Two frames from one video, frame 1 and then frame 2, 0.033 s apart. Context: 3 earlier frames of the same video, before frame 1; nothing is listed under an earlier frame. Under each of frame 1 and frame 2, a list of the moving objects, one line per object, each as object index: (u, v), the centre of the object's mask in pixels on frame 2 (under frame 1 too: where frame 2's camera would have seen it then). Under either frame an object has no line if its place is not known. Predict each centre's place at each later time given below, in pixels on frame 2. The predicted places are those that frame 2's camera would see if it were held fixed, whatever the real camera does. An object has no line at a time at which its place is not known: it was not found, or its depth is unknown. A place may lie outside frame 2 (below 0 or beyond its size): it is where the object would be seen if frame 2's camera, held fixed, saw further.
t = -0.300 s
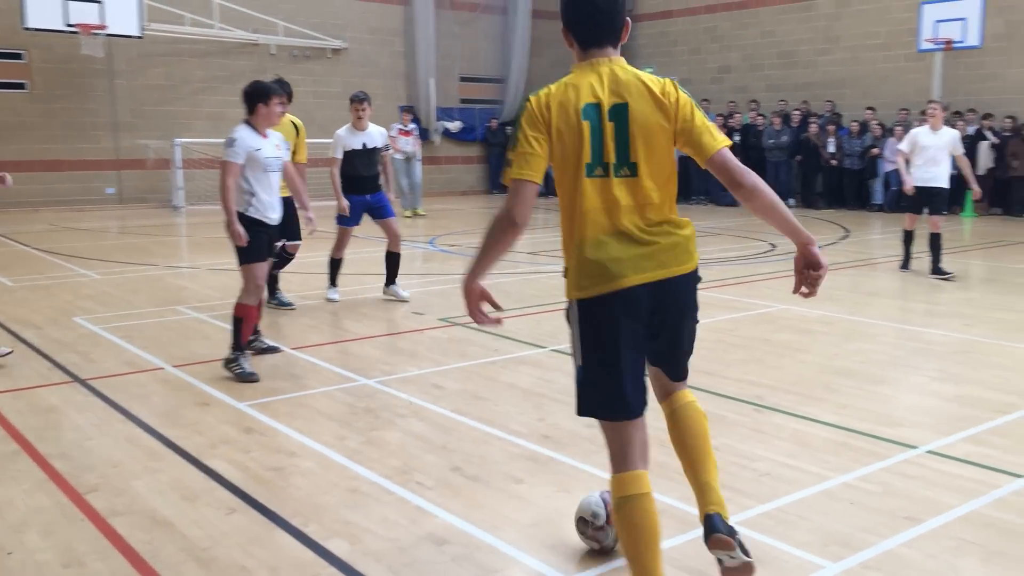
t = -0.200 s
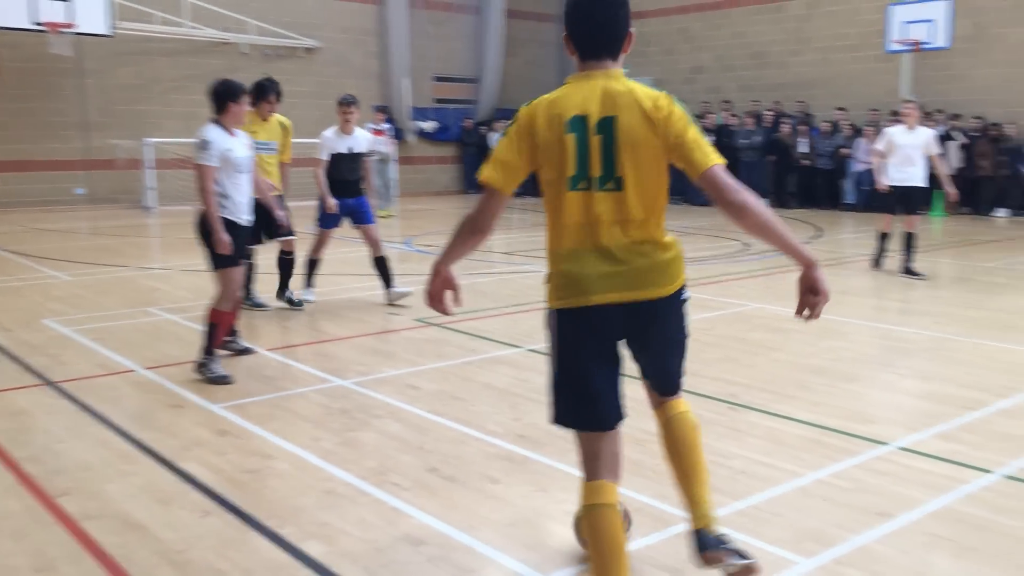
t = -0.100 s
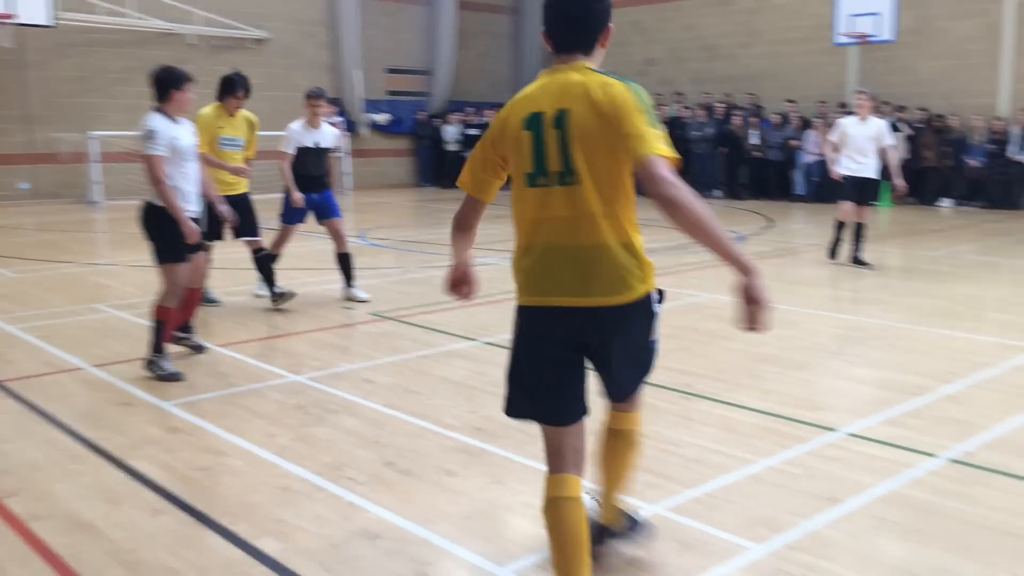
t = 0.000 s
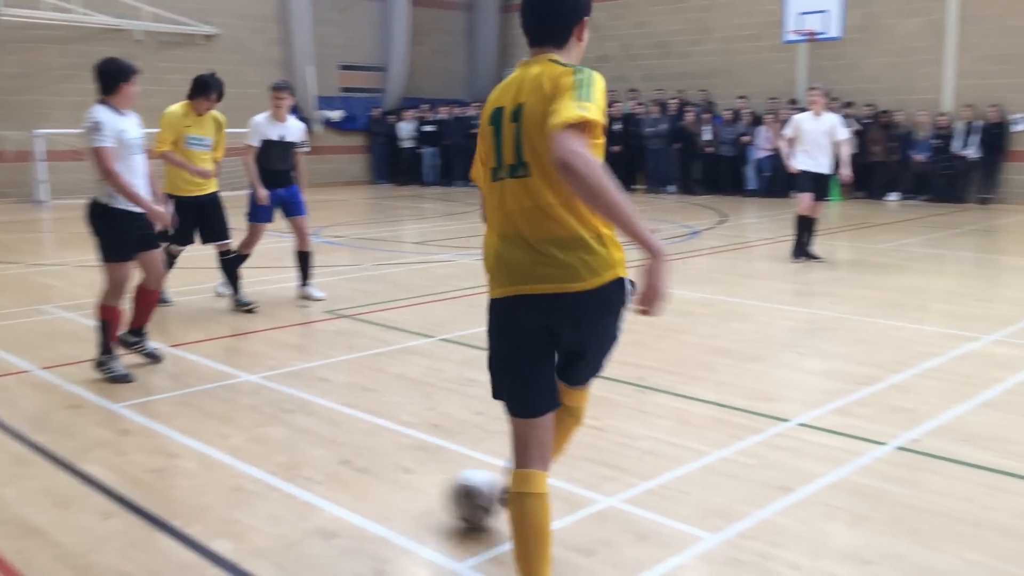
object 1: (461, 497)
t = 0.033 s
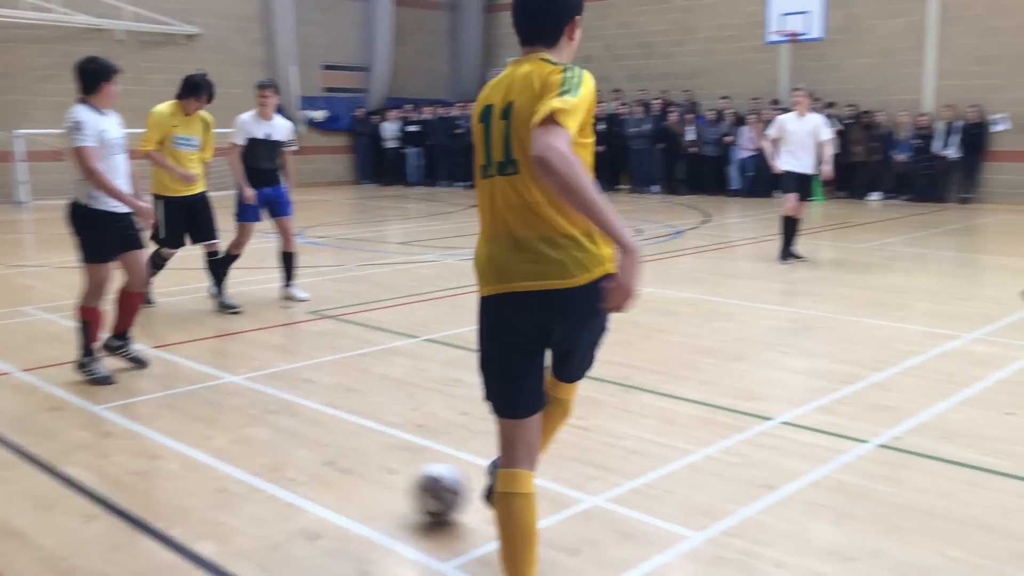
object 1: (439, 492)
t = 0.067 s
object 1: (422, 487)
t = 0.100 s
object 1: (403, 484)
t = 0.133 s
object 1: (387, 479)
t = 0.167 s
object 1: (372, 476)
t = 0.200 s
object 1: (359, 472)
